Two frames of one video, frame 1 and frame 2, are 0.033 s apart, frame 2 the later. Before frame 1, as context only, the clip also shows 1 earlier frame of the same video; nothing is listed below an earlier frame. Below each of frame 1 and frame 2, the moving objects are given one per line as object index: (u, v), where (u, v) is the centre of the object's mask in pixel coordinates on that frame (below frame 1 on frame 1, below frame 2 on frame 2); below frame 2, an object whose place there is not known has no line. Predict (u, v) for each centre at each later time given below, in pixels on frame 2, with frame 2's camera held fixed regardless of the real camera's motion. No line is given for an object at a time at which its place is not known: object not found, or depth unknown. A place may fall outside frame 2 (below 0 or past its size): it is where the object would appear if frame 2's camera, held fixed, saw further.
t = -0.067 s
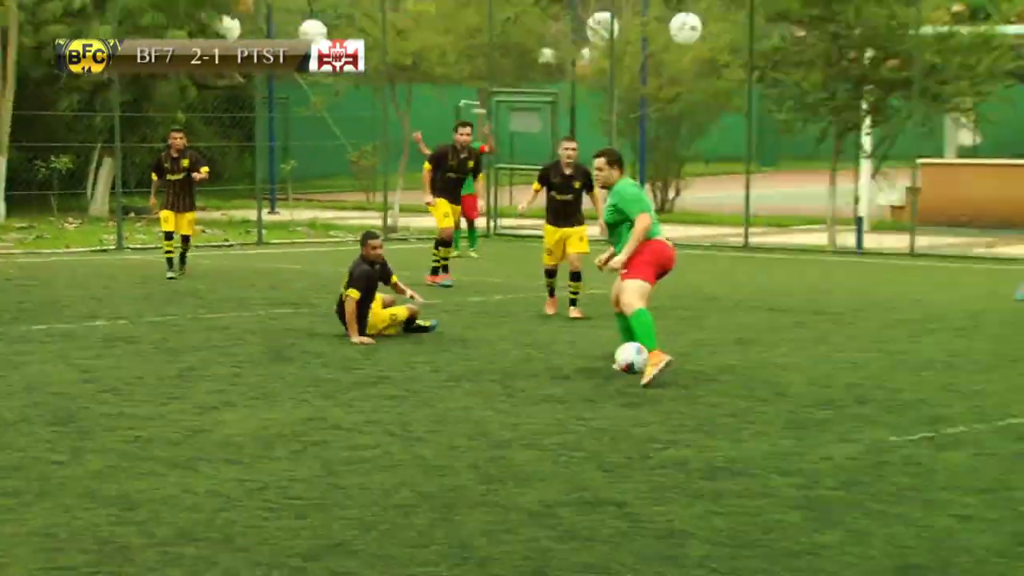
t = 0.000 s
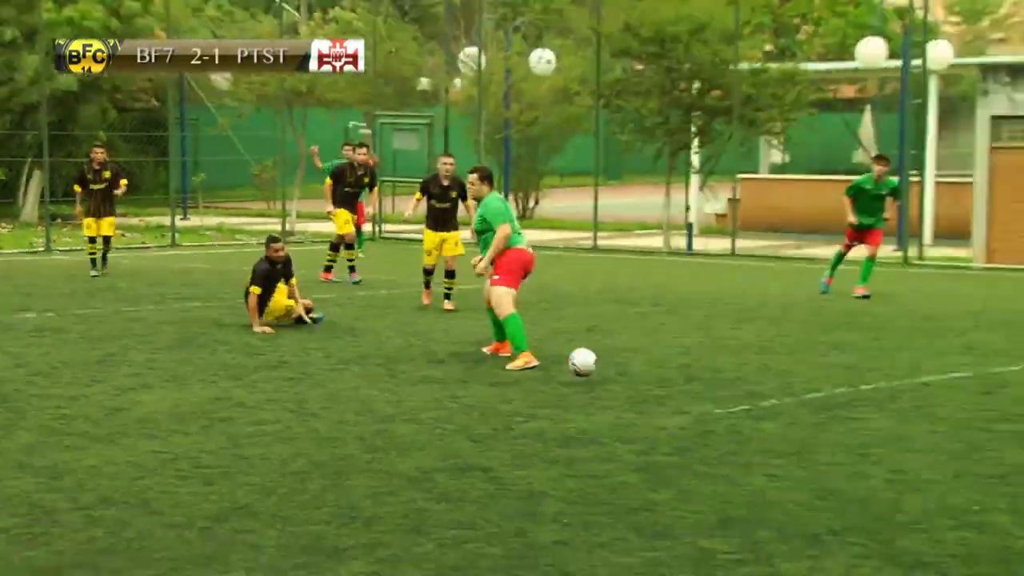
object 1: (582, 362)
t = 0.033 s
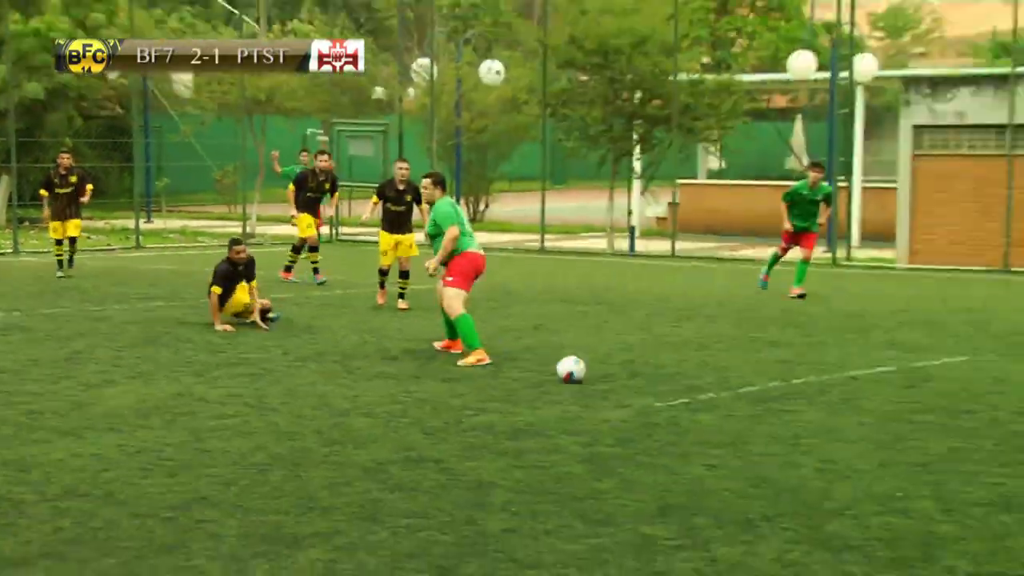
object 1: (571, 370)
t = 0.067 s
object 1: (612, 367)
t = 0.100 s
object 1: (652, 366)
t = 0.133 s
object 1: (694, 367)
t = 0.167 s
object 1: (737, 370)
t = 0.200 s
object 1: (780, 374)
